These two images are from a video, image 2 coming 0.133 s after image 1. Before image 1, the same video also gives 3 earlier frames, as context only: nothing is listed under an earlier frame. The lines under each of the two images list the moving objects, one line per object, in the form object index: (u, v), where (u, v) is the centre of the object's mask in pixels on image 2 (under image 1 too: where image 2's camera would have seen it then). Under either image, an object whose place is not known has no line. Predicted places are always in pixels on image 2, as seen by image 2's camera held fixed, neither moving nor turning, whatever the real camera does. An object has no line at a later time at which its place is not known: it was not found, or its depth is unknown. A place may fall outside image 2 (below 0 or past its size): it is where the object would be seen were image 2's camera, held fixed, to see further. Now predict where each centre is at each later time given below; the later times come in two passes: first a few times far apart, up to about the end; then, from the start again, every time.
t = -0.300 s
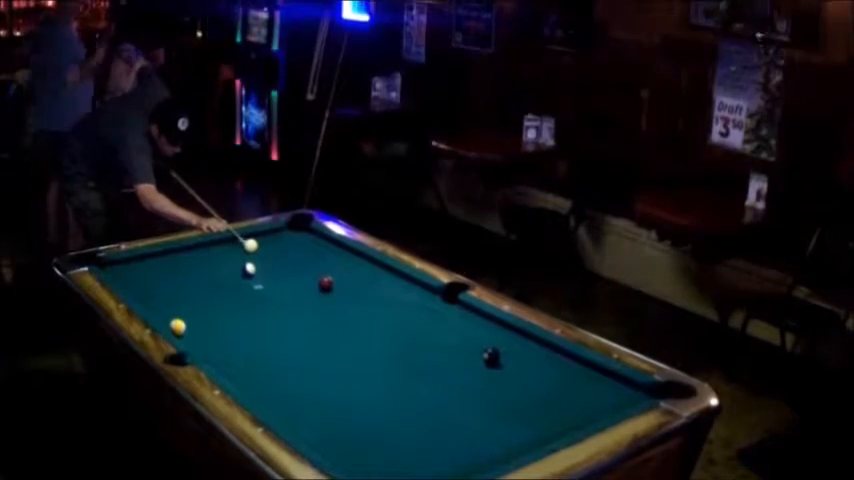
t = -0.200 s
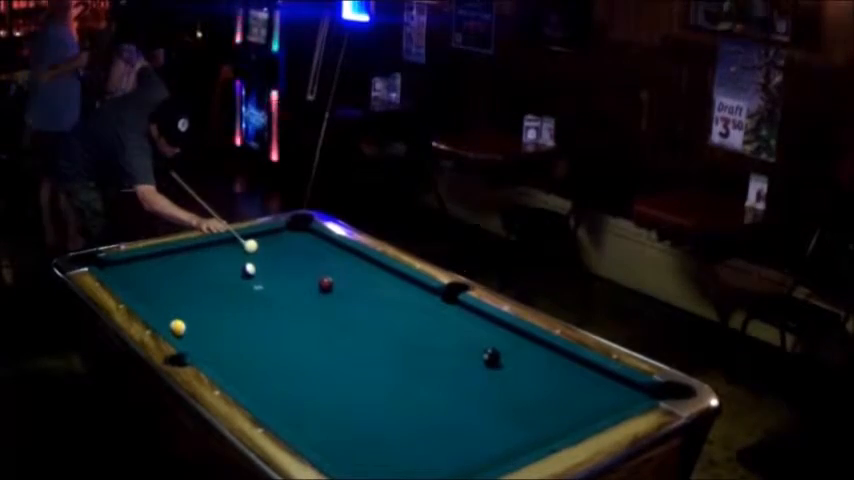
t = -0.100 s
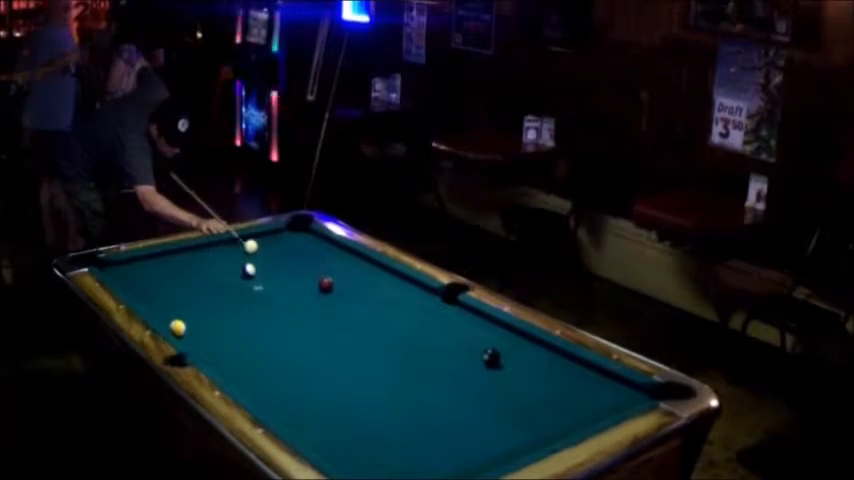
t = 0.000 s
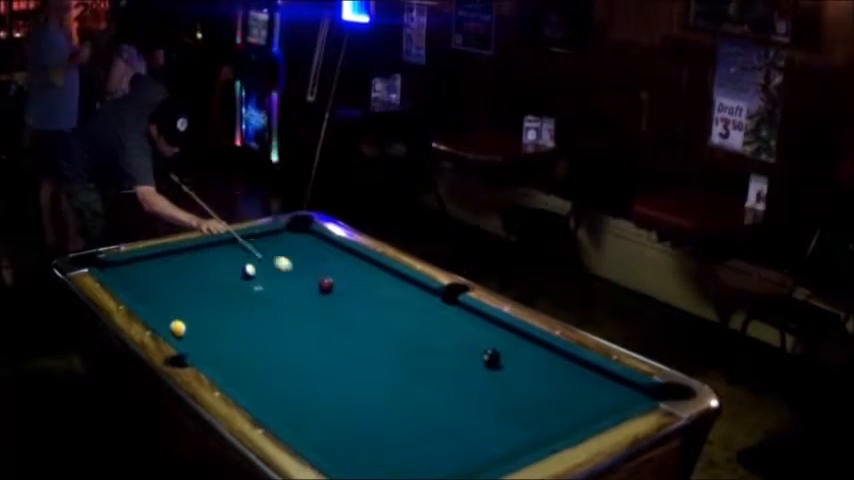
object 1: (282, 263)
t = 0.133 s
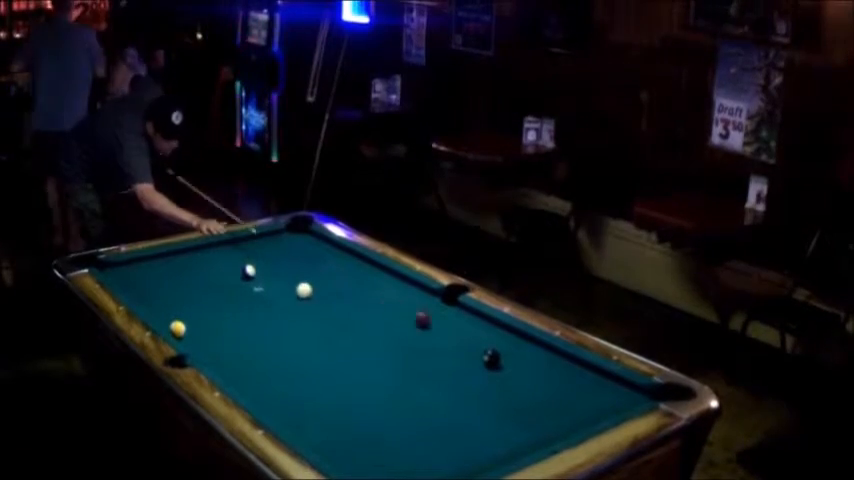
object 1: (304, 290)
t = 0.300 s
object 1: (291, 303)
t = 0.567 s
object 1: (281, 314)
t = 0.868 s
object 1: (280, 316)
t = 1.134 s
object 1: (280, 316)
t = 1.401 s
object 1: (280, 316)
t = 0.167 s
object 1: (301, 293)
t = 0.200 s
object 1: (298, 296)
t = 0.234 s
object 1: (296, 298)
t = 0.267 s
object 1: (293, 301)
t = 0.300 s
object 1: (291, 303)
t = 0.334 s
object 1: (289, 305)
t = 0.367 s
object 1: (287, 307)
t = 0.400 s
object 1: (286, 308)
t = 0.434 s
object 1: (284, 310)
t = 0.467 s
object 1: (283, 311)
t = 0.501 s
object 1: (282, 312)
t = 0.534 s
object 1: (282, 313)
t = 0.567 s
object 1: (281, 314)
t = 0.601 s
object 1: (281, 315)
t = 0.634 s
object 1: (281, 315)
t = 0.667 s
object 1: (280, 316)
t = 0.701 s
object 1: (280, 316)
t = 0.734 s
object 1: (280, 316)
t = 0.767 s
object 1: (280, 316)
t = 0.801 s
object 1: (280, 316)
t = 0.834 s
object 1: (280, 316)
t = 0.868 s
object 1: (280, 316)
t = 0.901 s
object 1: (280, 316)
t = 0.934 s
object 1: (280, 316)
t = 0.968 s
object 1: (280, 316)
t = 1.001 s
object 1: (280, 316)
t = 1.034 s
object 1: (280, 316)
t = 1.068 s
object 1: (280, 316)
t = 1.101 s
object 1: (280, 316)
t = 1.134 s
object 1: (280, 316)
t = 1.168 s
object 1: (280, 316)
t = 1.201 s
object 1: (280, 316)
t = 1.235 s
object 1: (280, 316)
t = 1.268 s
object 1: (280, 316)
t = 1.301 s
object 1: (280, 316)
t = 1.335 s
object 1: (280, 316)
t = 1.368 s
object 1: (280, 316)
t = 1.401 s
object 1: (280, 316)
